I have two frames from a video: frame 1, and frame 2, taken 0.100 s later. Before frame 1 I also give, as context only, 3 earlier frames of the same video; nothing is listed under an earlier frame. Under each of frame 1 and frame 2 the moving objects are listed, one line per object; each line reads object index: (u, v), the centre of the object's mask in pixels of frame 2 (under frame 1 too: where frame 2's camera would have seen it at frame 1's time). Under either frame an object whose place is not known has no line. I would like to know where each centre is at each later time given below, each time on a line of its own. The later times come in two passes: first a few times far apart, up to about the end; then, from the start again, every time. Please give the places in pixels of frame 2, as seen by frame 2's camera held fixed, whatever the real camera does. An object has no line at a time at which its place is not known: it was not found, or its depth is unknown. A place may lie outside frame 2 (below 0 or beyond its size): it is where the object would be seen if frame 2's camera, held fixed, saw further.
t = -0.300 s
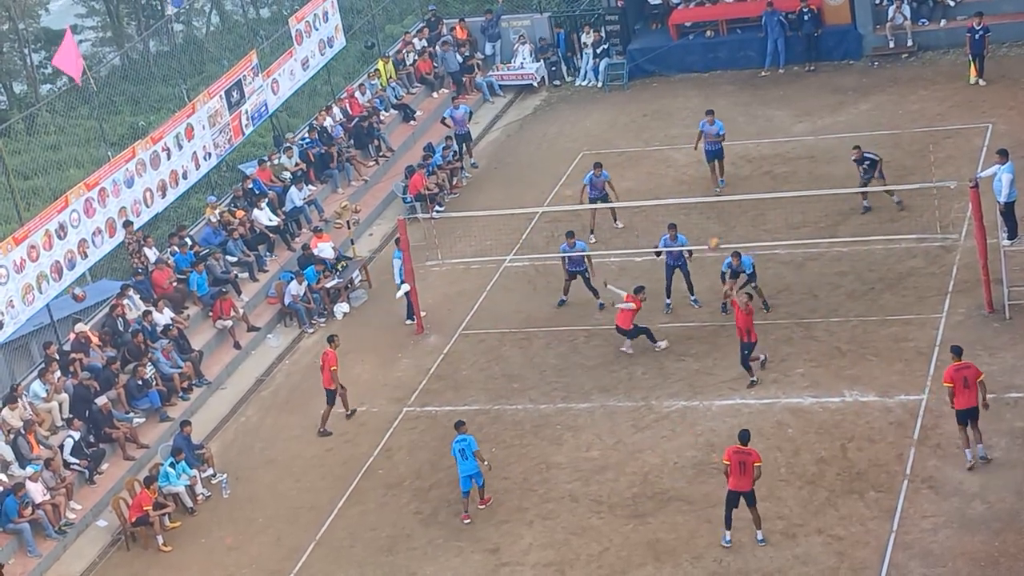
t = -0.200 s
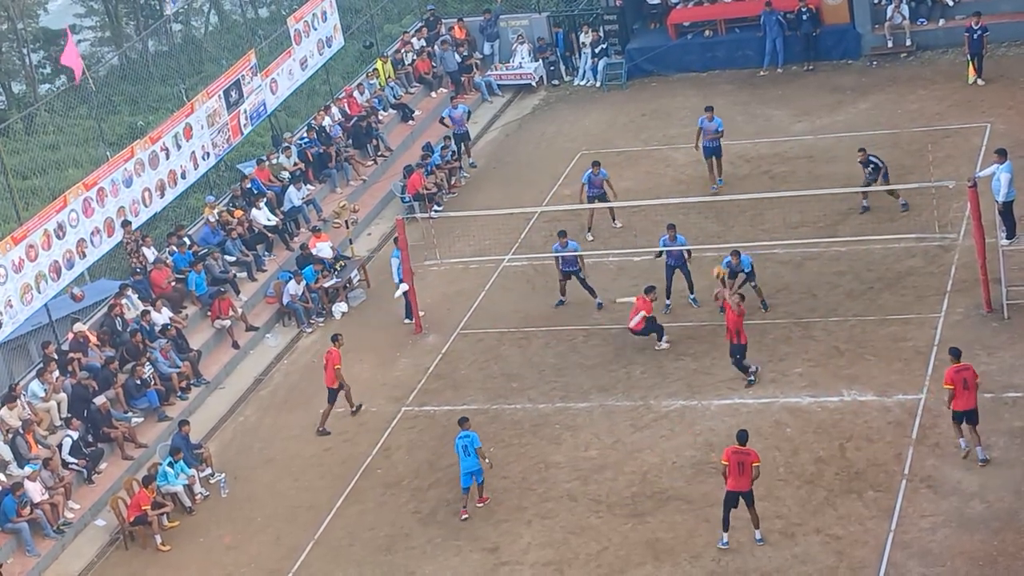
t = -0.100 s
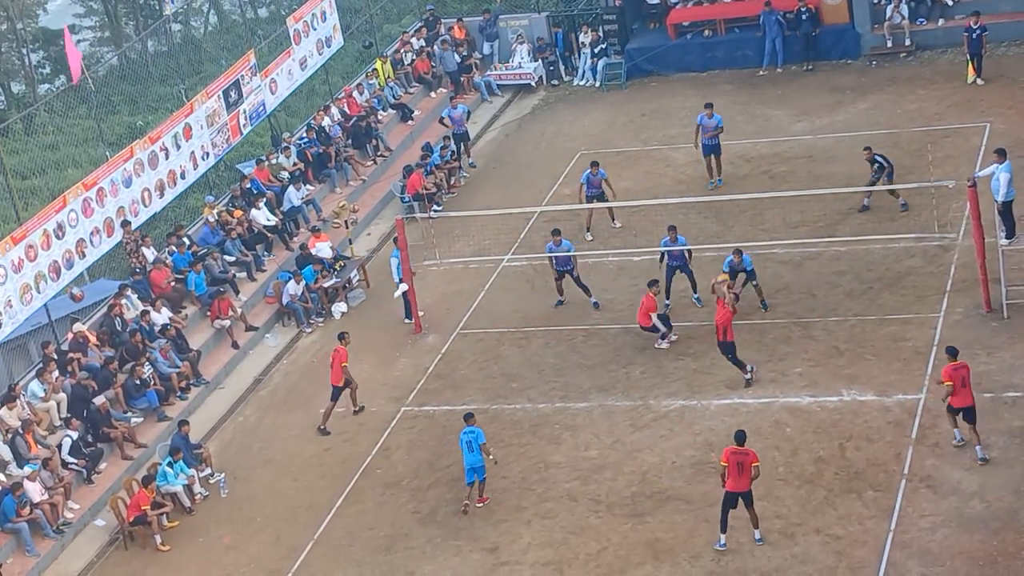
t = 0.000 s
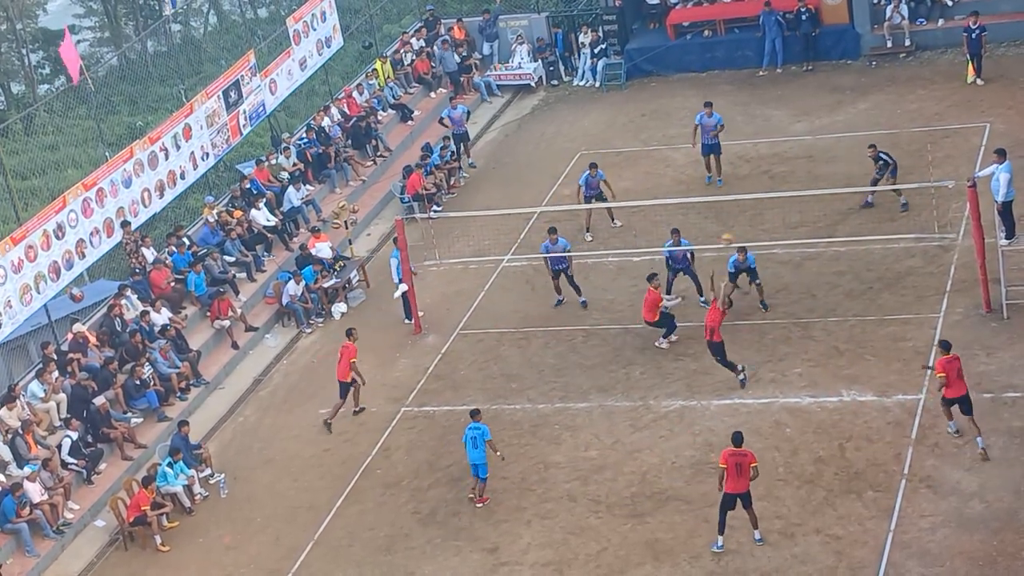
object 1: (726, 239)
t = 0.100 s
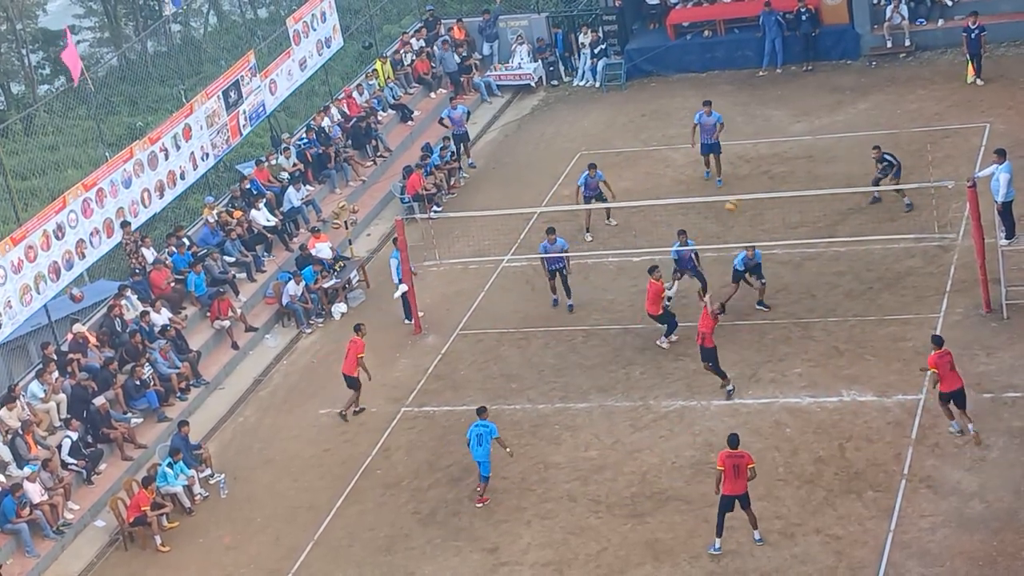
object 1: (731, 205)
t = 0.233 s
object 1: (739, 167)
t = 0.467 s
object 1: (758, 125)
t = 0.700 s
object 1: (781, 116)
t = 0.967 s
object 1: (812, 142)
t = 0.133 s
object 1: (734, 194)
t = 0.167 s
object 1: (736, 184)
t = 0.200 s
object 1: (737, 176)
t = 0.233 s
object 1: (739, 167)
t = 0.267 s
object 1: (742, 159)
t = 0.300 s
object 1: (744, 153)
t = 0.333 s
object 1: (747, 146)
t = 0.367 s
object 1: (749, 140)
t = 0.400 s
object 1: (752, 134)
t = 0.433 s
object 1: (755, 129)
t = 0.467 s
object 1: (758, 125)
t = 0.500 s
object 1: (761, 122)
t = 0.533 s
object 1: (765, 120)
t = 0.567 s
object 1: (768, 117)
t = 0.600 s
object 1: (771, 116)
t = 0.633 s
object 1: (774, 115)
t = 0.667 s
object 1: (778, 115)
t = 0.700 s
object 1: (781, 116)
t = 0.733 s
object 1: (785, 116)
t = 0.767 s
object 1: (788, 118)
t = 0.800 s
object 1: (792, 120)
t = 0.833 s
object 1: (796, 123)
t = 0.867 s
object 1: (799, 127)
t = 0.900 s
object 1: (803, 131)
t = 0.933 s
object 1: (807, 136)
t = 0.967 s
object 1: (812, 142)
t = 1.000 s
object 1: (815, 149)
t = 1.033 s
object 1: (819, 154)
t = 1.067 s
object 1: (824, 162)
